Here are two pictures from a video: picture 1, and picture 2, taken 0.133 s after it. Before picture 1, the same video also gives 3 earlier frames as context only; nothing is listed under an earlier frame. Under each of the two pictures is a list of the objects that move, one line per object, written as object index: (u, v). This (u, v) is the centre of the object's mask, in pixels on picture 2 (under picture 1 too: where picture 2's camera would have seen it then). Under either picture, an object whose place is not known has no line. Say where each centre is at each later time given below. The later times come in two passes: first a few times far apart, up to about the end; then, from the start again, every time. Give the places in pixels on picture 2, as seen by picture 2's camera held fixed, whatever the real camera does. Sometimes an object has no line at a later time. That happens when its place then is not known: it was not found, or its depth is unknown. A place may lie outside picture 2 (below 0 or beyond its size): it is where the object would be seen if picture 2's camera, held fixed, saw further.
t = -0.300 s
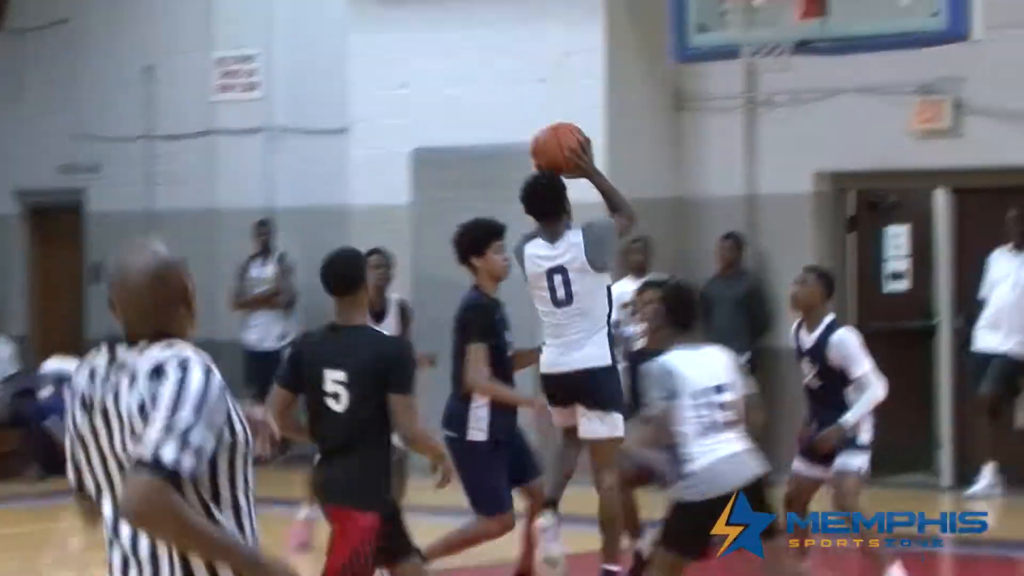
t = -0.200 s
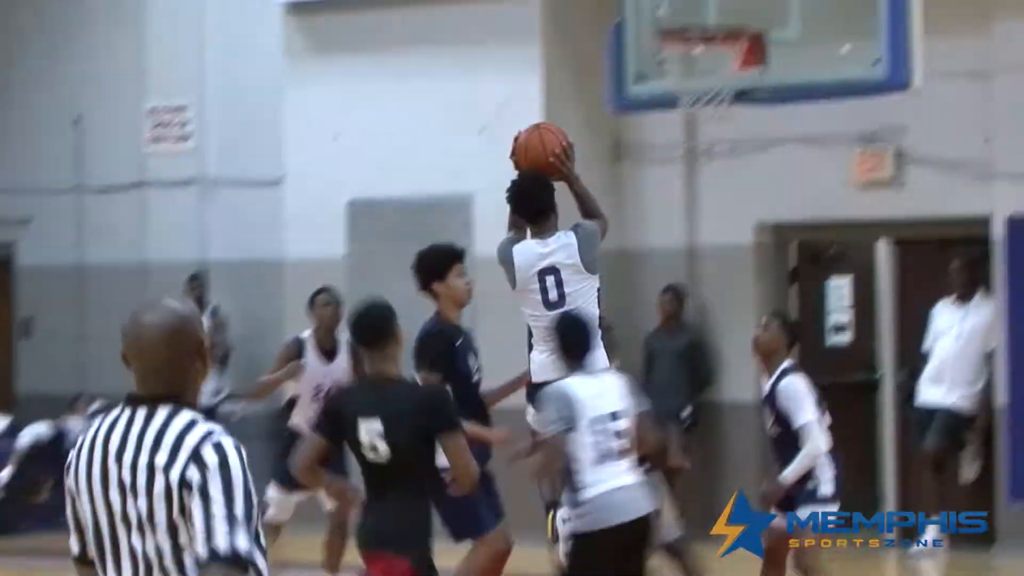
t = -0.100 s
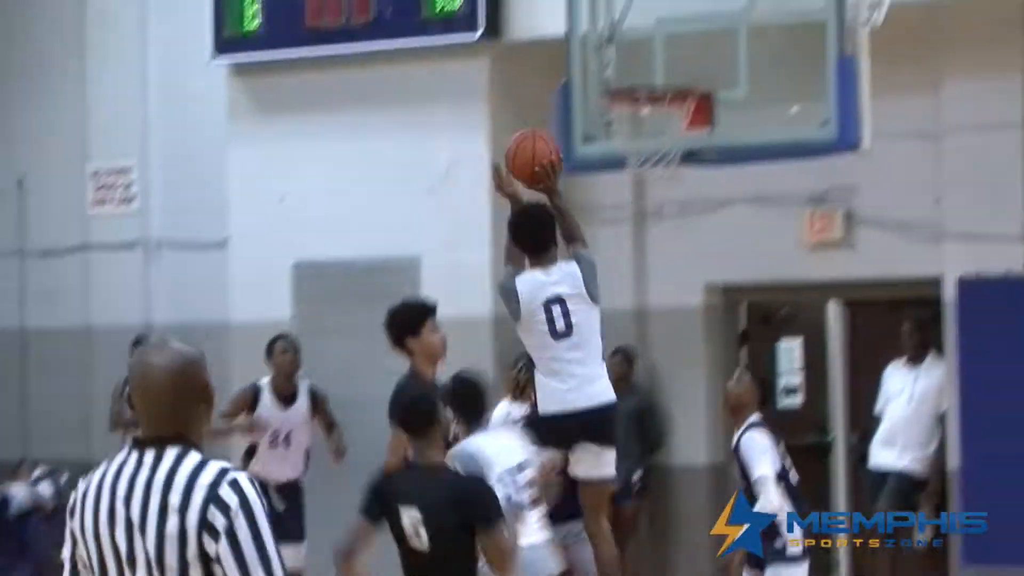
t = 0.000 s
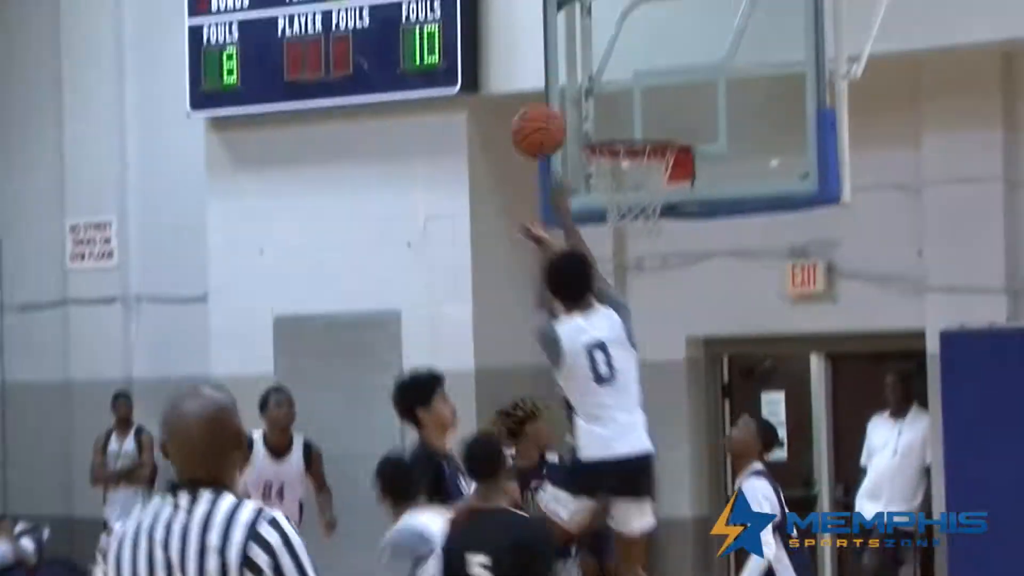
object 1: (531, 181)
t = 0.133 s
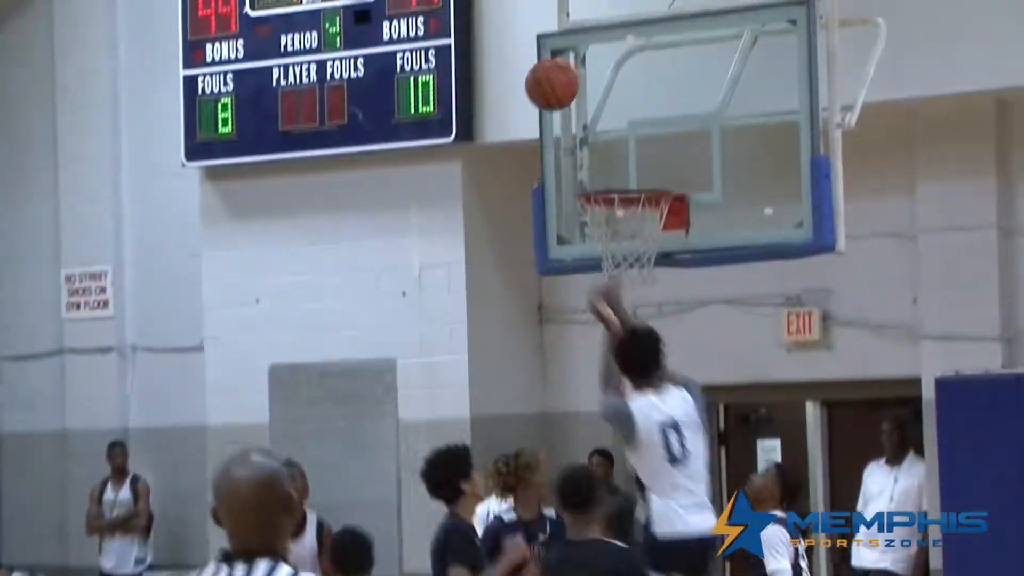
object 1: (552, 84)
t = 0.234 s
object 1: (567, 41)
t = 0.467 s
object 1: (600, 23)
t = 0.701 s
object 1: (631, 116)
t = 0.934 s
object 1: (592, 237)
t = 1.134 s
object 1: (595, 225)
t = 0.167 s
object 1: (557, 67)
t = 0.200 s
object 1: (562, 53)
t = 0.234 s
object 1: (567, 41)
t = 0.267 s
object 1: (572, 31)
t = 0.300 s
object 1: (576, 24)
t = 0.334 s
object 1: (581, 20)
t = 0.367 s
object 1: (586, 17)
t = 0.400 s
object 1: (591, 17)
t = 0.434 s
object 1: (595, 19)
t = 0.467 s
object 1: (600, 23)
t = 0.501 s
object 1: (605, 30)
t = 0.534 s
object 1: (609, 39)
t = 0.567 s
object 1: (614, 51)
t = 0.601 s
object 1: (618, 64)
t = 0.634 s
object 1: (622, 79)
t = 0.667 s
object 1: (626, 97)
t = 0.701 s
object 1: (631, 116)
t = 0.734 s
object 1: (636, 137)
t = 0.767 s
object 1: (641, 161)
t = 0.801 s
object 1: (644, 180)
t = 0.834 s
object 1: (637, 203)
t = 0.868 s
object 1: (617, 219)
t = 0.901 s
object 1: (602, 235)
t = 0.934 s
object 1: (592, 237)
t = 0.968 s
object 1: (587, 233)
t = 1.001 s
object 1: (586, 229)
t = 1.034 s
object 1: (586, 227)
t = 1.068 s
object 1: (589, 224)
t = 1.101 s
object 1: (591, 223)
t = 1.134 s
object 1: (595, 225)
